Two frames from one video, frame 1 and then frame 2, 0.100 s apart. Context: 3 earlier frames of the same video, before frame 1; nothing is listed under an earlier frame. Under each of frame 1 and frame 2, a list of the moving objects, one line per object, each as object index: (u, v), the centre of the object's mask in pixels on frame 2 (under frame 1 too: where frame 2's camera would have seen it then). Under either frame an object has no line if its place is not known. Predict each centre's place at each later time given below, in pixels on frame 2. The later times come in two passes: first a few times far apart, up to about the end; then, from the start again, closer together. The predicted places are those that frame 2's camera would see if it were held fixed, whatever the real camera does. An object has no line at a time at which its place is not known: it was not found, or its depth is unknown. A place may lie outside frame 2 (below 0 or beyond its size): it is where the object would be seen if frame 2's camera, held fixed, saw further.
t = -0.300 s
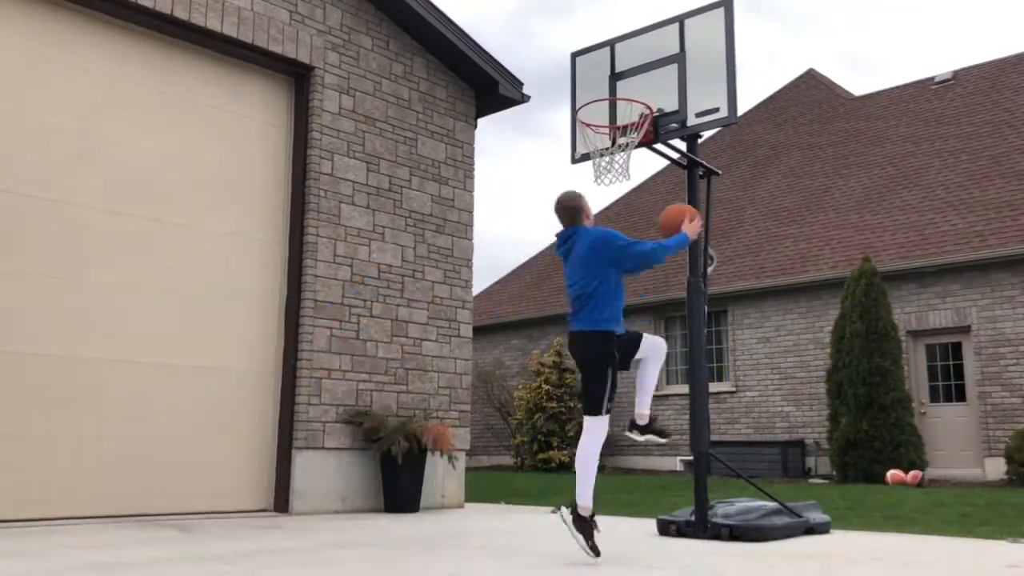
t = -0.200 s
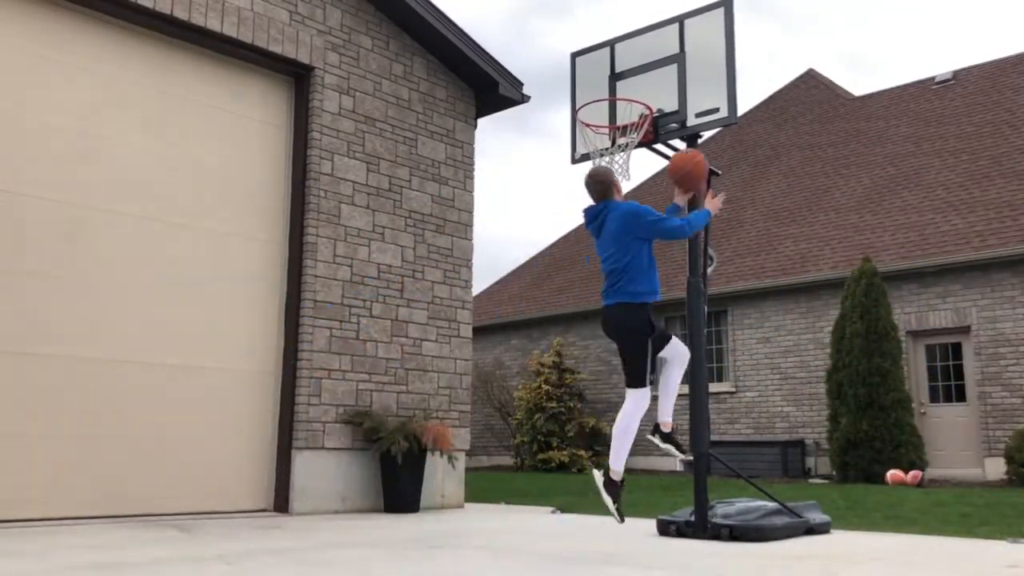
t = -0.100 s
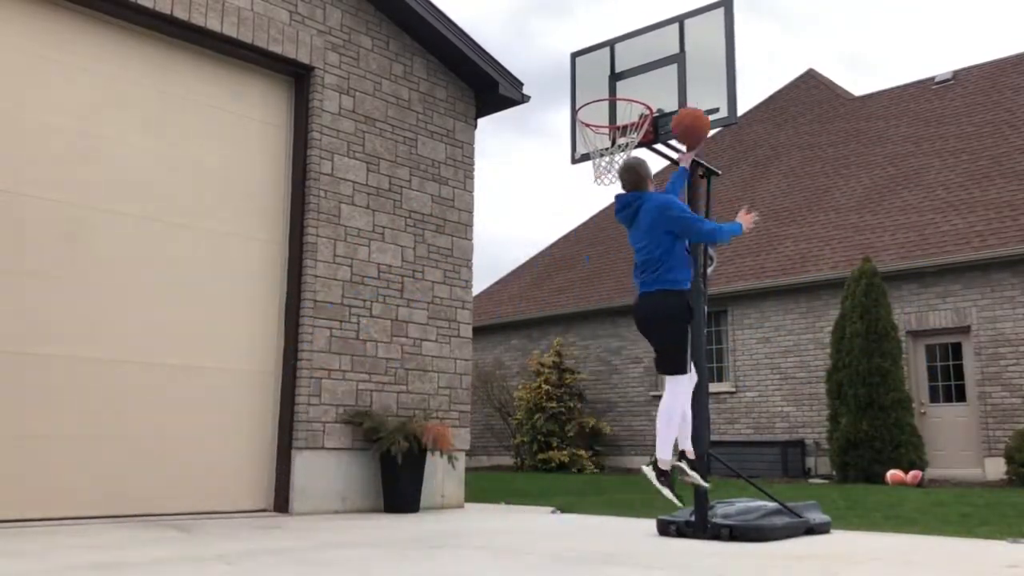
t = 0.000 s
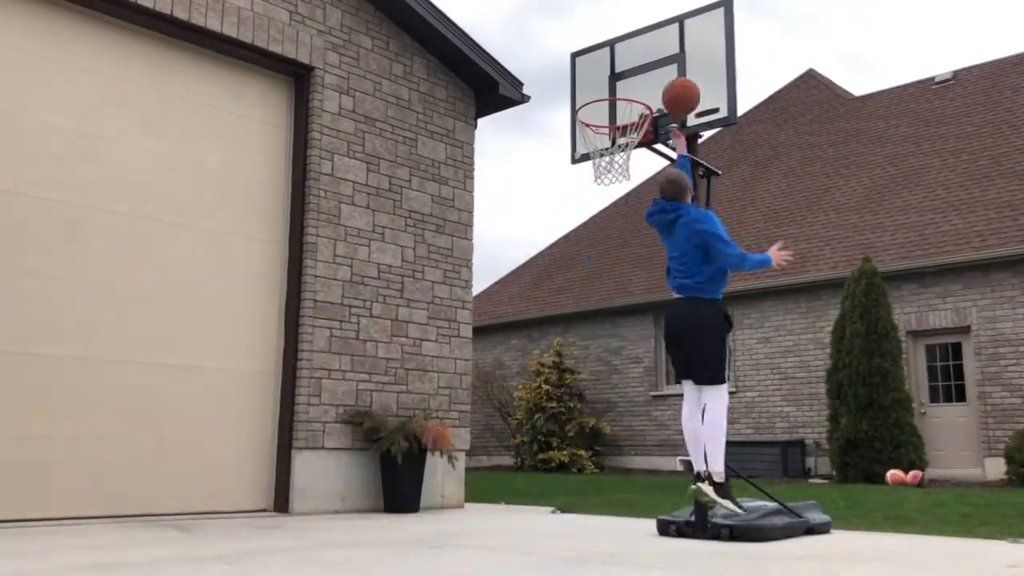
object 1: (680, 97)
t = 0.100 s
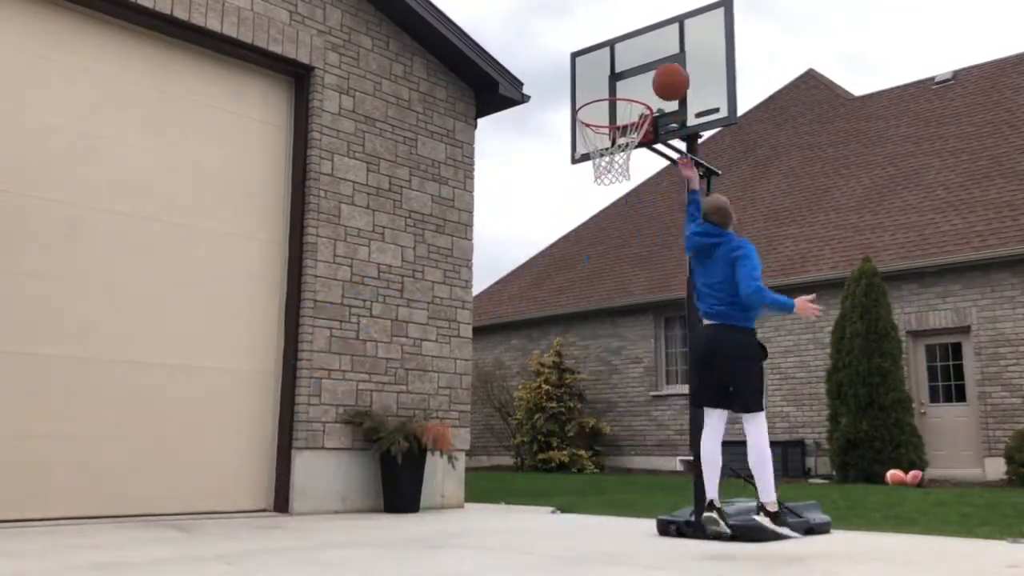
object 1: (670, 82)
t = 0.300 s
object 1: (646, 83)
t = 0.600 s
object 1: (601, 129)
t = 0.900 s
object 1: (601, 170)
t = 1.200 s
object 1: (634, 285)
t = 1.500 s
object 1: (672, 515)
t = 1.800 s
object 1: (703, 340)
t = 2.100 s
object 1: (739, 312)
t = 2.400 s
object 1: (781, 428)
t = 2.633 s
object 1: (809, 475)
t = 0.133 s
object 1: (667, 80)
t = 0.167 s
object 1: (665, 80)
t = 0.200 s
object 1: (660, 78)
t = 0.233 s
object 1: (655, 79)
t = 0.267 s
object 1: (651, 81)
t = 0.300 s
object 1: (646, 83)
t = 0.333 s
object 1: (642, 88)
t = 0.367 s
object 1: (637, 94)
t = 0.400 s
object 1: (632, 102)
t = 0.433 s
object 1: (628, 102)
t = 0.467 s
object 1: (622, 106)
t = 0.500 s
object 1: (616, 109)
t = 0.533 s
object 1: (611, 115)
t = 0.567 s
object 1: (606, 121)
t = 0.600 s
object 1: (601, 129)
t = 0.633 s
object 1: (596, 136)
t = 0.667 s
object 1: (589, 142)
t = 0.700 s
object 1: (586, 141)
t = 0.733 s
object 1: (587, 149)
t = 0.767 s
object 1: (594, 154)
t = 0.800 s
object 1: (593, 153)
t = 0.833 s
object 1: (597, 163)
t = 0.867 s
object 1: (599, 166)
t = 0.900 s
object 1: (601, 170)
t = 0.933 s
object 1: (605, 175)
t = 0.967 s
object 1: (608, 180)
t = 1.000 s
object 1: (612, 189)
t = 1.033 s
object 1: (615, 200)
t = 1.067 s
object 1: (620, 214)
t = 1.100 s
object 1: (622, 229)
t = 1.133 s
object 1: (628, 245)
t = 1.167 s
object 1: (631, 264)
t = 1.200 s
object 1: (634, 285)
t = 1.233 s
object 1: (638, 307)
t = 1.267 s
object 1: (643, 332)
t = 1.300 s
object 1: (646, 358)
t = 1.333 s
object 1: (651, 387)
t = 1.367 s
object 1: (656, 417)
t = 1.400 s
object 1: (660, 451)
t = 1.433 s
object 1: (664, 486)
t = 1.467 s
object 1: (669, 523)
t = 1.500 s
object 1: (672, 515)
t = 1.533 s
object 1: (676, 487)
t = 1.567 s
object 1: (679, 462)
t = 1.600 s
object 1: (683, 439)
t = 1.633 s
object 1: (685, 417)
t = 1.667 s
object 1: (689, 398)
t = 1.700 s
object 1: (693, 381)
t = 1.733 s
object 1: (696, 366)
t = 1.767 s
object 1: (699, 352)
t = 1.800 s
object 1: (703, 340)
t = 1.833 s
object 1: (707, 330)
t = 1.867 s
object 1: (710, 322)
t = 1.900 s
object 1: (715, 315)
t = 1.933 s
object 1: (718, 311)
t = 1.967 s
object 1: (722, 308)
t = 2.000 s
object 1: (726, 306)
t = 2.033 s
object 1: (730, 306)
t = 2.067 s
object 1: (734, 308)
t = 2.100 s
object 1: (739, 312)
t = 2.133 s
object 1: (743, 317)
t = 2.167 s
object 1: (747, 325)
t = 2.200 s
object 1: (751, 334)
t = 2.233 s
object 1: (757, 344)
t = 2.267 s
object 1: (761, 358)
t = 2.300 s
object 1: (767, 372)
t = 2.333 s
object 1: (771, 389)
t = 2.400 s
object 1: (781, 428)
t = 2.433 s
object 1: (786, 450)
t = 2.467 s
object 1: (791, 475)
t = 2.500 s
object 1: (797, 500)
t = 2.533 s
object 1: (801, 530)
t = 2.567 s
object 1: (805, 515)
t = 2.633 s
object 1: (809, 475)
